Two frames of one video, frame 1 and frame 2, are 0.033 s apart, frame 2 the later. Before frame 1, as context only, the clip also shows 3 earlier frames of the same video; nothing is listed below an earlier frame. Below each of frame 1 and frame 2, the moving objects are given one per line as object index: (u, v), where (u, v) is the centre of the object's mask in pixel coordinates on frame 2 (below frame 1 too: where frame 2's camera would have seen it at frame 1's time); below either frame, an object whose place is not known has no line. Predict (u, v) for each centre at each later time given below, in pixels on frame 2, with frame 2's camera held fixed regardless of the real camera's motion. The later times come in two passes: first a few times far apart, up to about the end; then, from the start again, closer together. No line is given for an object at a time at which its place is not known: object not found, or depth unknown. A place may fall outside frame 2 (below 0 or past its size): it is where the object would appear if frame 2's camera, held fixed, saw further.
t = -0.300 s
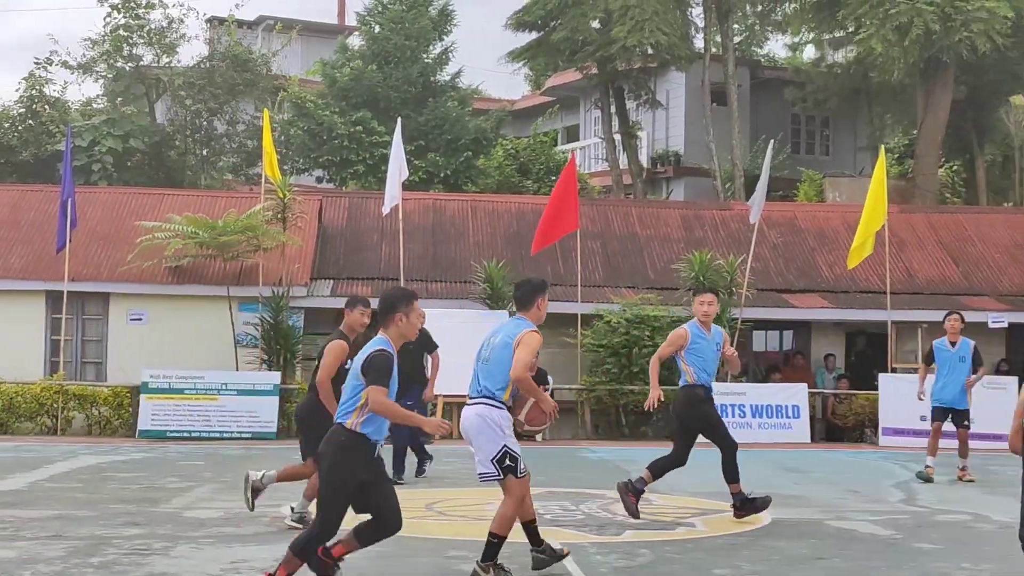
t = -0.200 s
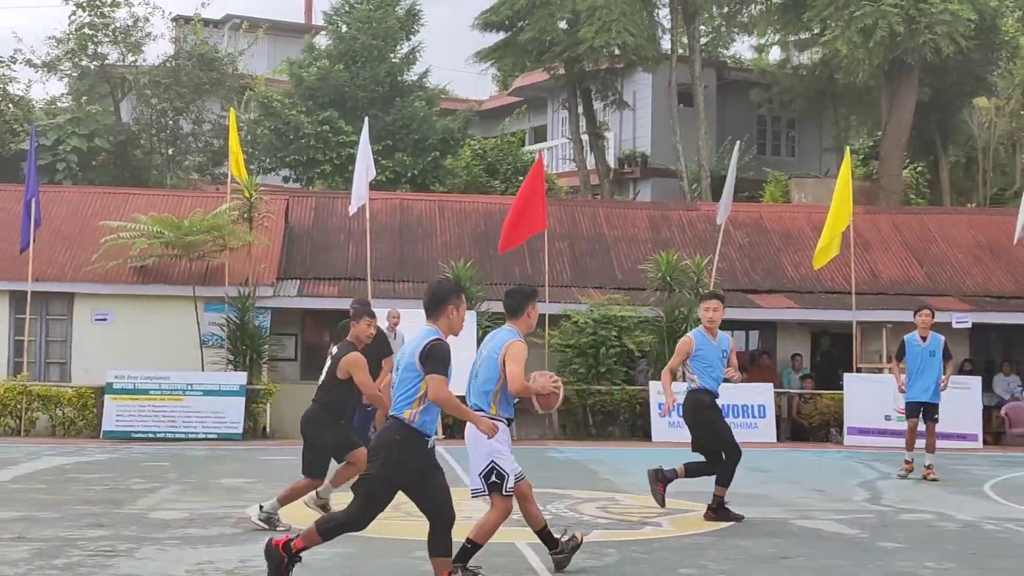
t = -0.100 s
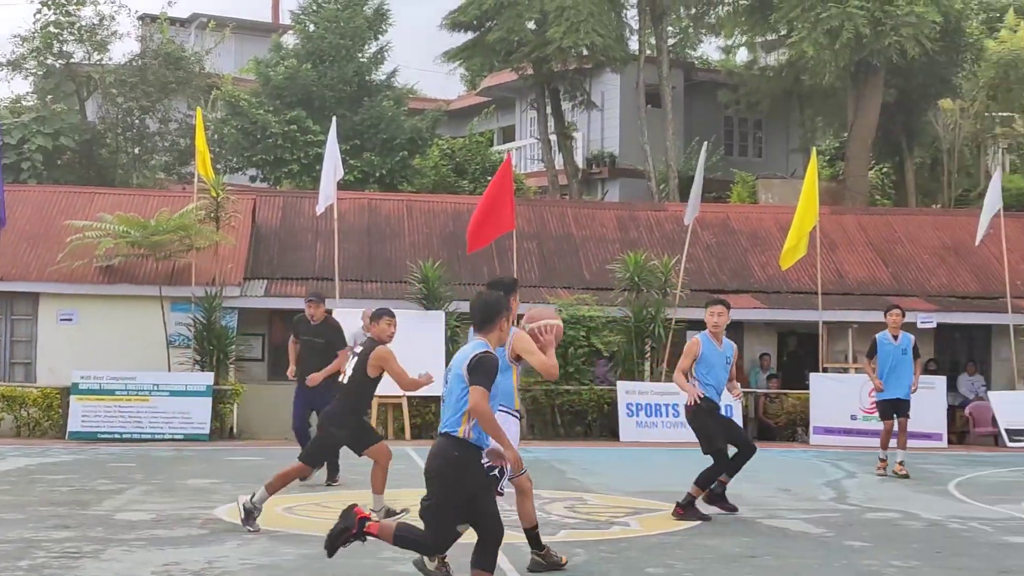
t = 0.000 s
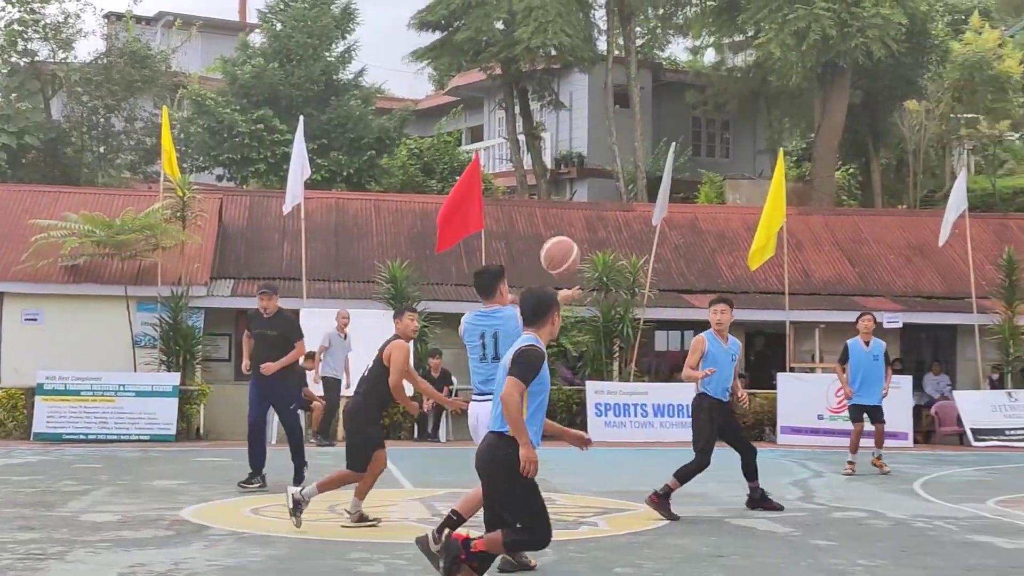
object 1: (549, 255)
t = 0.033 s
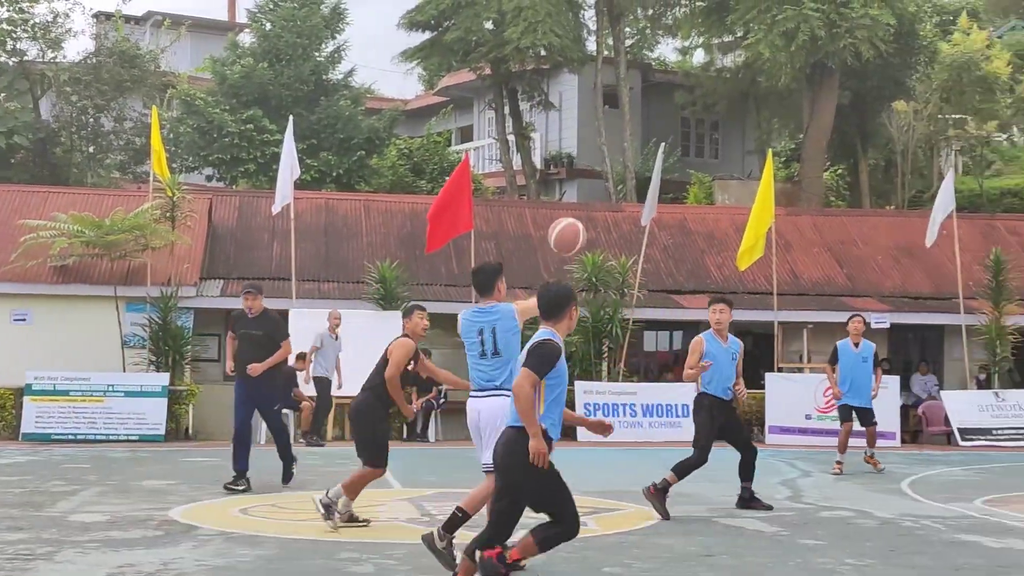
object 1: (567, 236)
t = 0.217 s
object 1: (651, 167)
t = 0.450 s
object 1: (731, 154)
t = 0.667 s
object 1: (789, 190)
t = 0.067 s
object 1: (585, 218)
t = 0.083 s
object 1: (593, 211)
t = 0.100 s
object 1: (601, 204)
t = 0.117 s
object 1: (609, 197)
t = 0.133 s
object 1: (616, 191)
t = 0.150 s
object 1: (623, 186)
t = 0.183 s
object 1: (637, 176)
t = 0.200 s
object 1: (644, 172)
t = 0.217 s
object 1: (651, 167)
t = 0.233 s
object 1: (658, 164)
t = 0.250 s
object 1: (664, 161)
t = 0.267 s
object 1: (670, 159)
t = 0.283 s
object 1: (676, 157)
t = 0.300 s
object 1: (683, 155)
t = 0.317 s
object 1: (689, 153)
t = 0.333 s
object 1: (695, 152)
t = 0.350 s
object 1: (700, 152)
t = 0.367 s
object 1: (705, 151)
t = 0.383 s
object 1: (711, 151)
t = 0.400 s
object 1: (716, 151)
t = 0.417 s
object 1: (722, 152)
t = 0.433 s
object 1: (727, 153)
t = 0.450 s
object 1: (731, 154)
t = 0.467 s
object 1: (736, 156)
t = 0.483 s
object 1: (741, 157)
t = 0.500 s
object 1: (746, 159)
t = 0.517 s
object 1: (750, 161)
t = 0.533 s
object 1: (754, 163)
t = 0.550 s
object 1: (758, 166)
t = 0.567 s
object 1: (764, 169)
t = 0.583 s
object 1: (767, 172)
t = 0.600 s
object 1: (772, 175)
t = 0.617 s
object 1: (775, 178)
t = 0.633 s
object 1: (779, 183)
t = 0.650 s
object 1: (784, 186)
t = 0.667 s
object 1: (789, 190)
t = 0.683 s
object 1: (792, 194)
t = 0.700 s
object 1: (796, 199)
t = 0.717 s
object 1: (800, 202)
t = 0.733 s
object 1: (804, 207)
